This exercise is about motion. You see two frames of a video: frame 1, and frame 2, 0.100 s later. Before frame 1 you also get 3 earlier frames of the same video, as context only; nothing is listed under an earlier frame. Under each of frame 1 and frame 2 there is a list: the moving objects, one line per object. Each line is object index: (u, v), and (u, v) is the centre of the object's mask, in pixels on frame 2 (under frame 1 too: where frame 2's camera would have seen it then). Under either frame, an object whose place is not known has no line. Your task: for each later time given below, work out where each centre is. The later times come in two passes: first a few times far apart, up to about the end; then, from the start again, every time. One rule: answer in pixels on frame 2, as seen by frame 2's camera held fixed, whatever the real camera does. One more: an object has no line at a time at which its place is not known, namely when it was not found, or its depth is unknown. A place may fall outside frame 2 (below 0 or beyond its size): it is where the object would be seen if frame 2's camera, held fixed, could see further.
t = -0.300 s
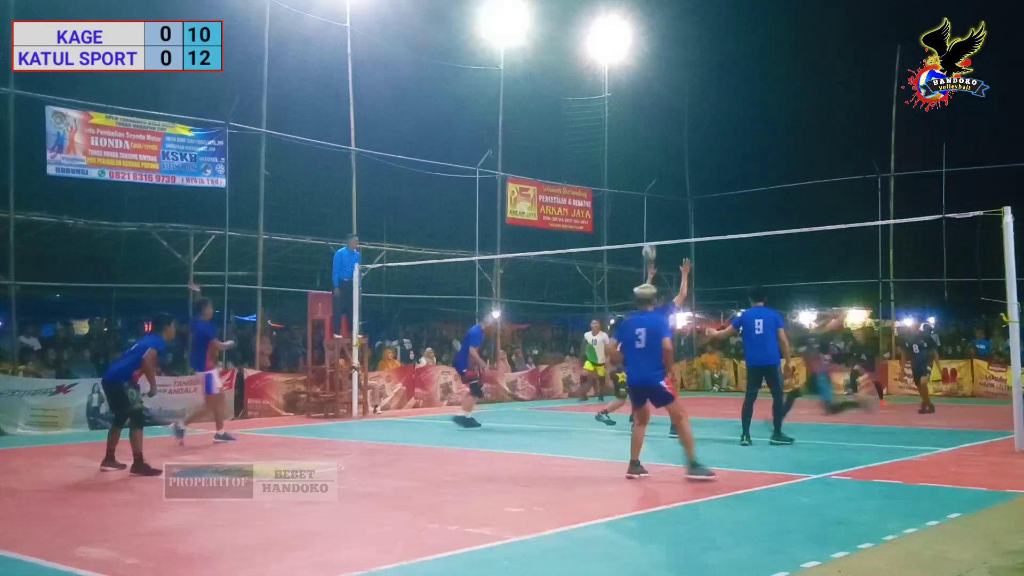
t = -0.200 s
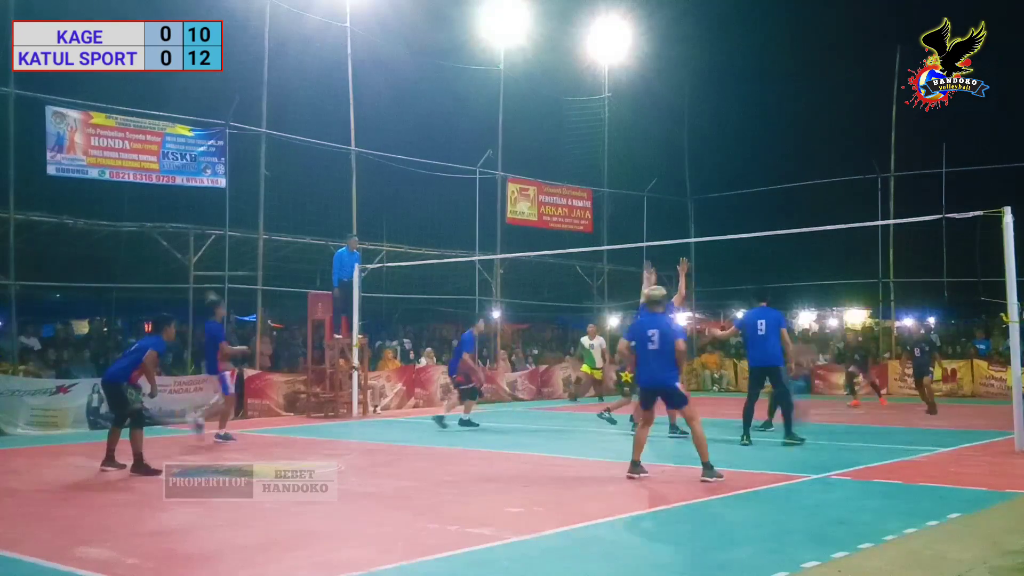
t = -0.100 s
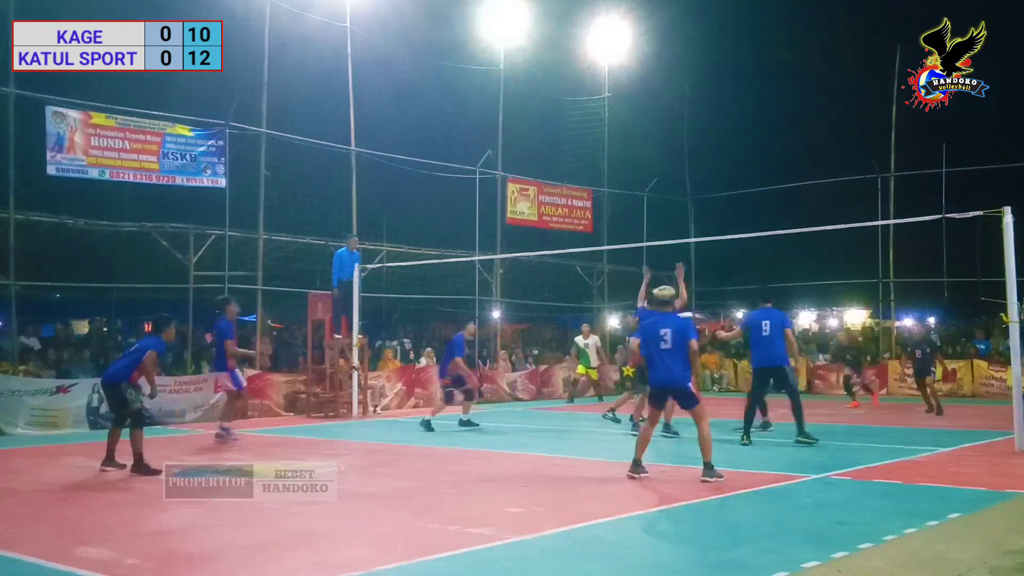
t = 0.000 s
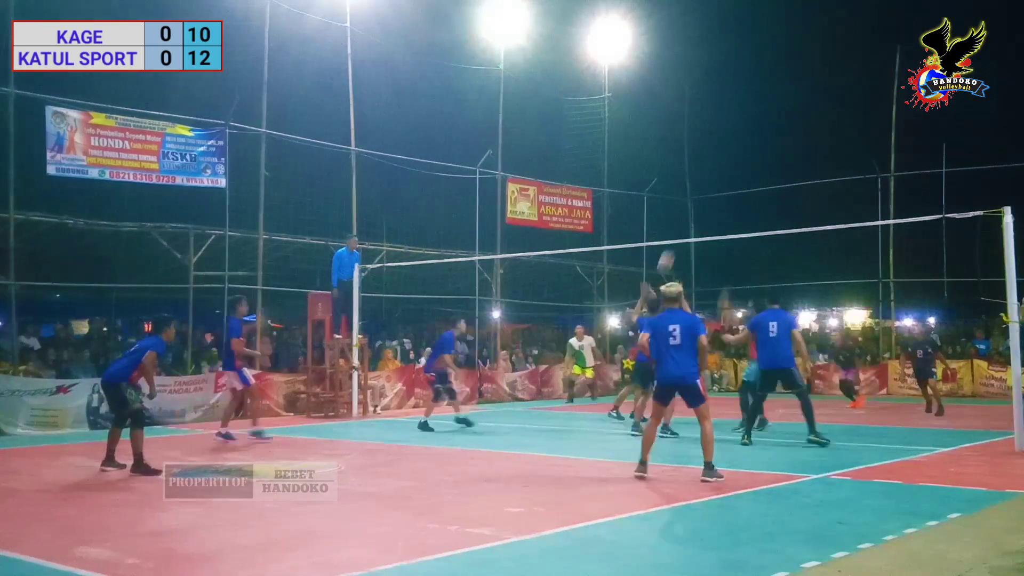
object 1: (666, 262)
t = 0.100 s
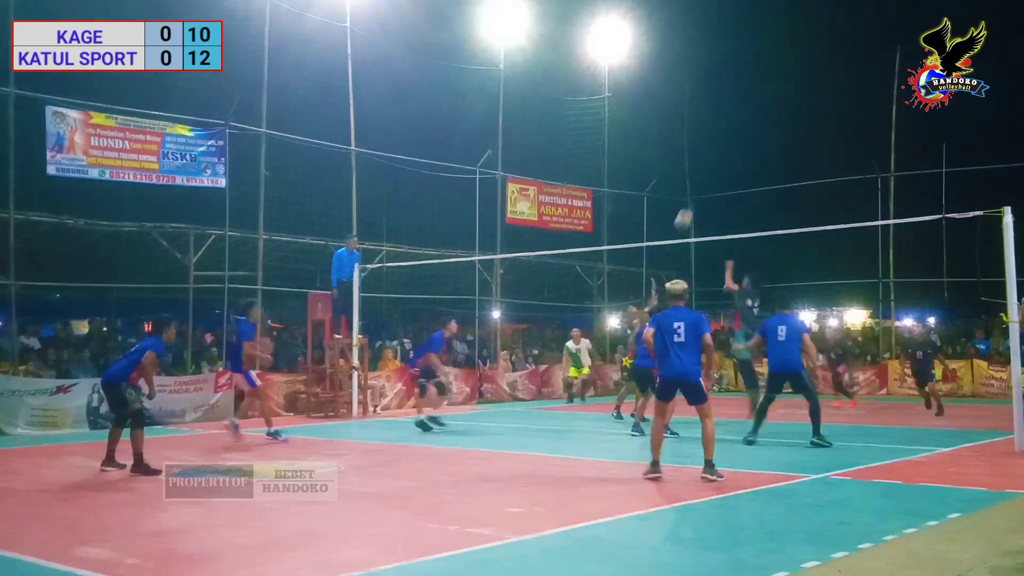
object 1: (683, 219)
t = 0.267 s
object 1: (714, 162)
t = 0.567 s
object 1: (770, 109)
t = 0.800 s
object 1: (818, 112)
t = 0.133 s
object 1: (689, 205)
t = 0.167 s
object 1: (695, 194)
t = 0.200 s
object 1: (701, 183)
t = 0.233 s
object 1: (708, 172)
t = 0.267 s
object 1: (714, 162)
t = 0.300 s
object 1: (720, 153)
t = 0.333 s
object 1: (726, 145)
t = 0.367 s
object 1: (732, 137)
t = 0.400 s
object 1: (738, 130)
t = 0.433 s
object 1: (745, 125)
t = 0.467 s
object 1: (751, 120)
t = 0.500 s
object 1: (757, 115)
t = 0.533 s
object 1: (764, 112)
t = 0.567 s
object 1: (770, 109)
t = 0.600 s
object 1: (777, 107)
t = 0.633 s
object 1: (783, 105)
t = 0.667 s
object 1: (790, 105)
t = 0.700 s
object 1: (797, 105)
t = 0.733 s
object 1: (804, 107)
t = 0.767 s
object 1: (811, 109)
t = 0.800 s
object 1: (818, 112)
